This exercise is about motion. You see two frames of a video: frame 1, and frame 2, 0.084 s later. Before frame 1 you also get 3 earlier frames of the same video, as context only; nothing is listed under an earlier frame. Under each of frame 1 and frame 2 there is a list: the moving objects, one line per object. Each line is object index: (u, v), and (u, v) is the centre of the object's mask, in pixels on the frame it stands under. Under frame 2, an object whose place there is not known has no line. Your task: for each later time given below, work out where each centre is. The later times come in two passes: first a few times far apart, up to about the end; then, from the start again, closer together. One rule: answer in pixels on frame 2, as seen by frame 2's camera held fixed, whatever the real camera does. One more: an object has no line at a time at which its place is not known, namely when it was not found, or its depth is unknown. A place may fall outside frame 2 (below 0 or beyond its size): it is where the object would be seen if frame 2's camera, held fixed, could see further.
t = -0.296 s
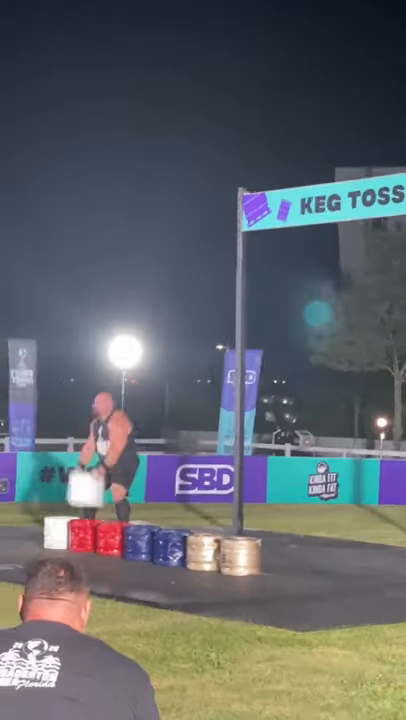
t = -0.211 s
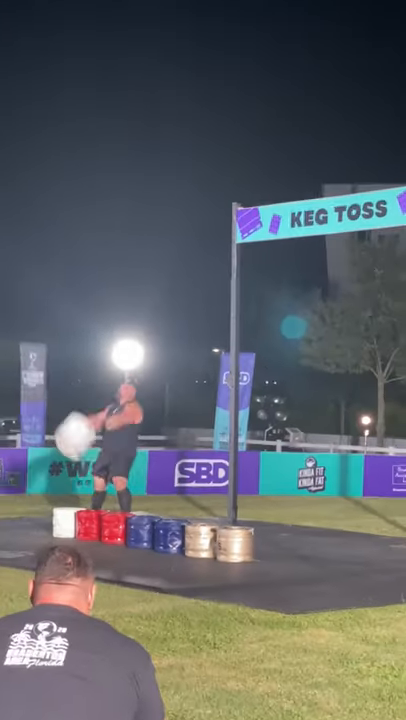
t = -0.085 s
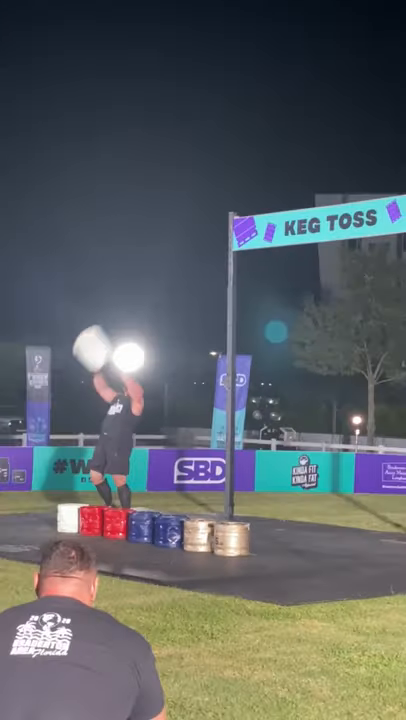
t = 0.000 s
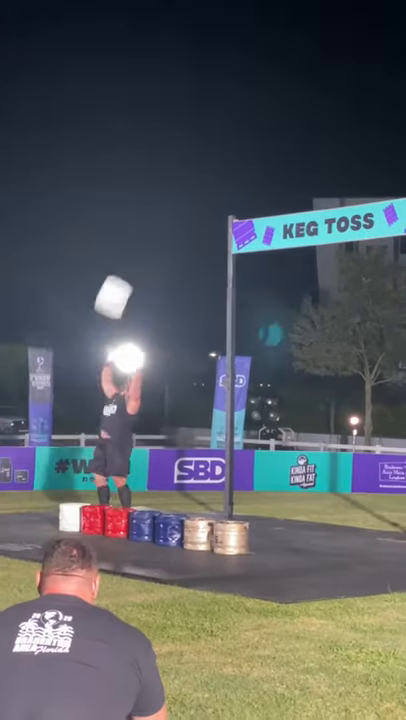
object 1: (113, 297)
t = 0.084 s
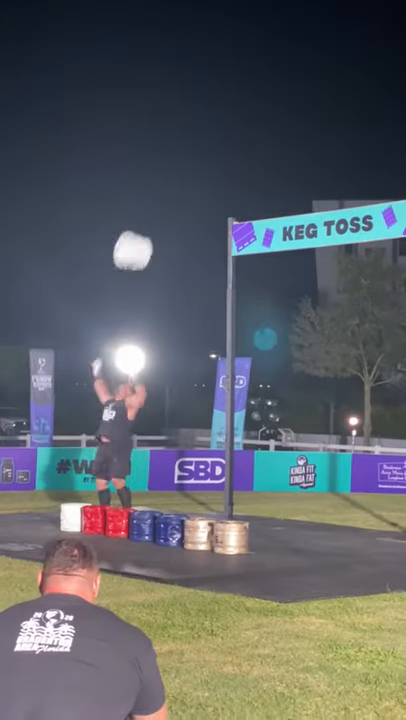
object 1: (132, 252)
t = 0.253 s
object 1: (175, 178)
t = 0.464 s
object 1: (217, 120)
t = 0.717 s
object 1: (270, 86)
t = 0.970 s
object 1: (313, 94)
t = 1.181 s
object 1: (351, 130)
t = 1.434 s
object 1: (383, 197)
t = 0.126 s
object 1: (143, 230)
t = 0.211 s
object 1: (165, 192)
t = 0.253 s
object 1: (175, 178)
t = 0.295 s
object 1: (185, 164)
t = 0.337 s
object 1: (194, 153)
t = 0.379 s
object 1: (202, 142)
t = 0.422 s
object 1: (209, 130)
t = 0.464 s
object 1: (217, 120)
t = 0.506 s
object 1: (225, 110)
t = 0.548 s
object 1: (233, 101)
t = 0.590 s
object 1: (243, 94)
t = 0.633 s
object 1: (252, 89)
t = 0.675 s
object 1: (261, 86)
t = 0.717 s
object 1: (270, 86)
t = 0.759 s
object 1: (278, 85)
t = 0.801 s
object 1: (285, 87)
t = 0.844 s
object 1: (292, 87)
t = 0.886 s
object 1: (298, 89)
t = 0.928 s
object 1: (305, 91)
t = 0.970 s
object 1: (313, 94)
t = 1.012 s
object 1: (320, 97)
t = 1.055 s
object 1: (329, 103)
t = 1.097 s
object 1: (336, 110)
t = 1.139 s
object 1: (344, 119)
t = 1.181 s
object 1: (351, 130)
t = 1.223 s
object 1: (357, 141)
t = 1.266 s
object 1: (363, 153)
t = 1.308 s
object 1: (368, 165)
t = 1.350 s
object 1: (373, 176)
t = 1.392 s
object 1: (379, 189)
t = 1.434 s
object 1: (383, 197)
